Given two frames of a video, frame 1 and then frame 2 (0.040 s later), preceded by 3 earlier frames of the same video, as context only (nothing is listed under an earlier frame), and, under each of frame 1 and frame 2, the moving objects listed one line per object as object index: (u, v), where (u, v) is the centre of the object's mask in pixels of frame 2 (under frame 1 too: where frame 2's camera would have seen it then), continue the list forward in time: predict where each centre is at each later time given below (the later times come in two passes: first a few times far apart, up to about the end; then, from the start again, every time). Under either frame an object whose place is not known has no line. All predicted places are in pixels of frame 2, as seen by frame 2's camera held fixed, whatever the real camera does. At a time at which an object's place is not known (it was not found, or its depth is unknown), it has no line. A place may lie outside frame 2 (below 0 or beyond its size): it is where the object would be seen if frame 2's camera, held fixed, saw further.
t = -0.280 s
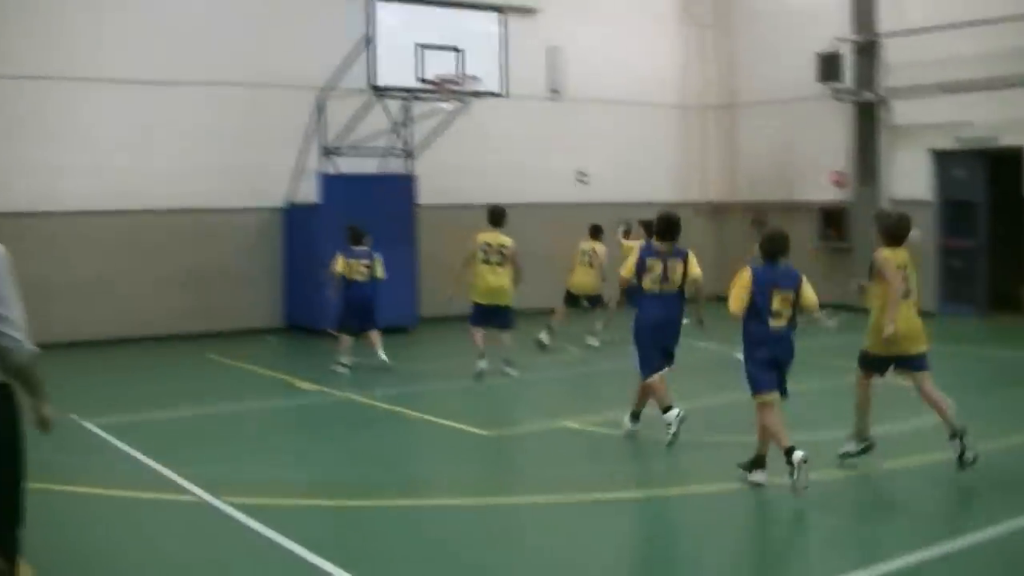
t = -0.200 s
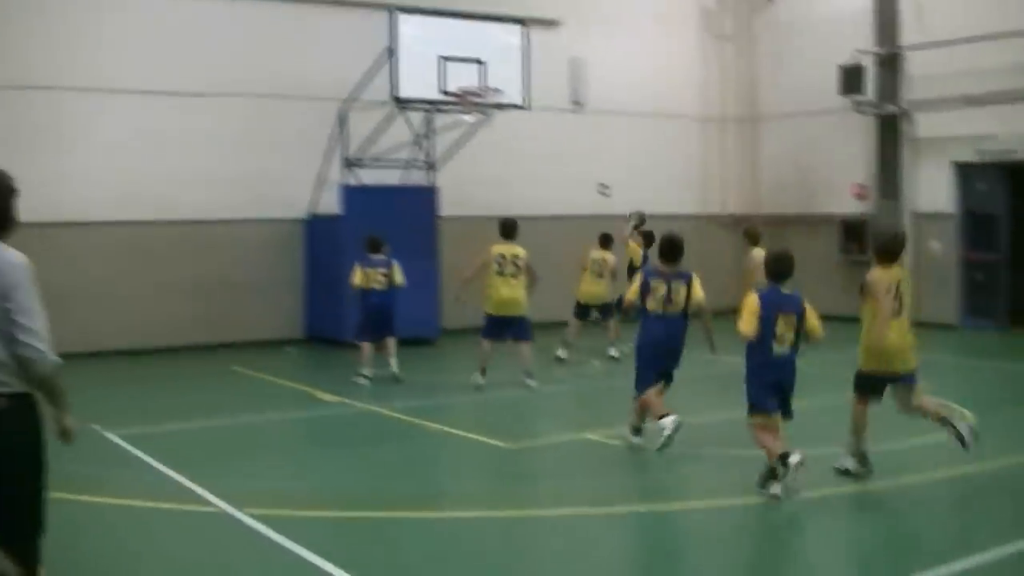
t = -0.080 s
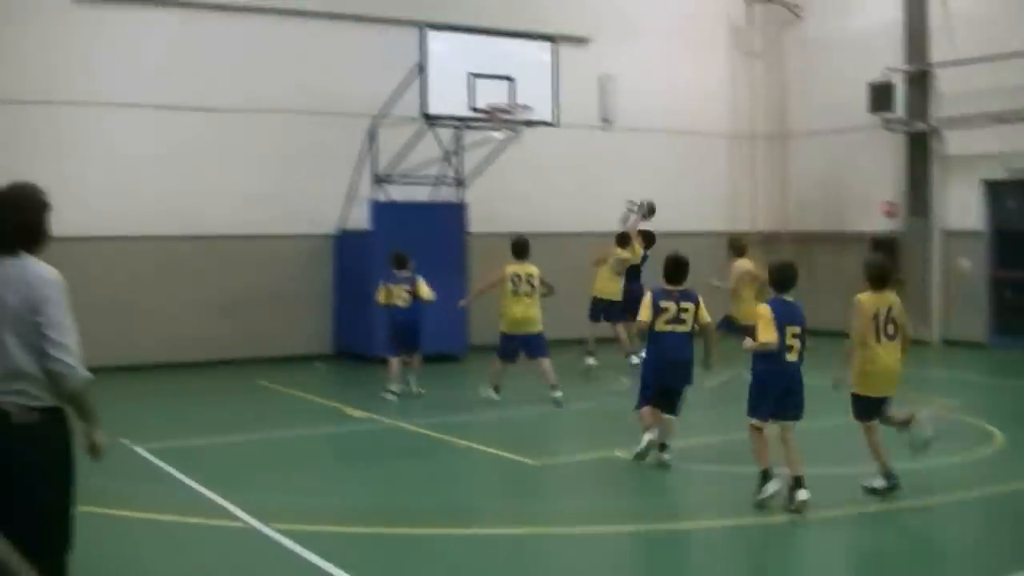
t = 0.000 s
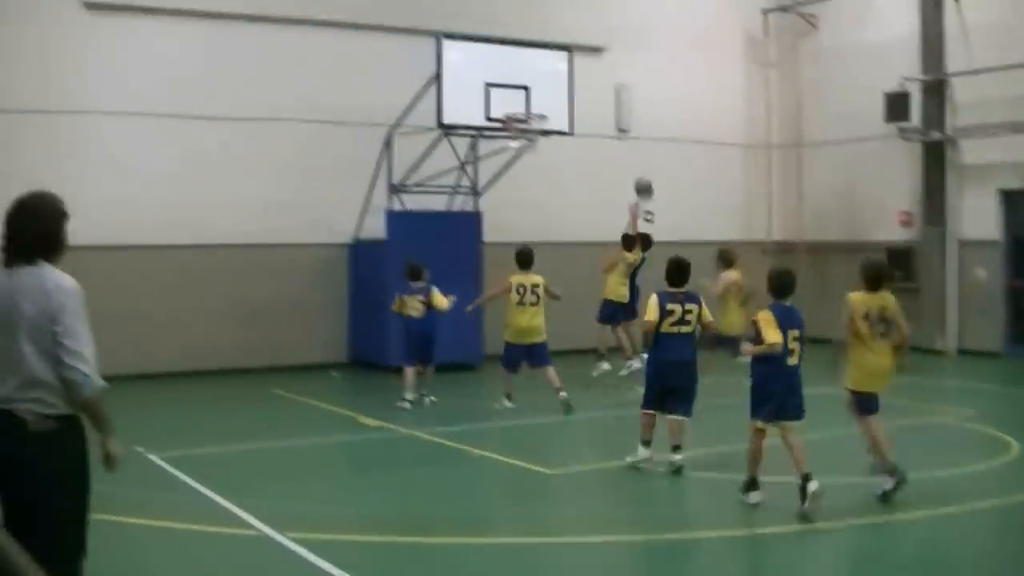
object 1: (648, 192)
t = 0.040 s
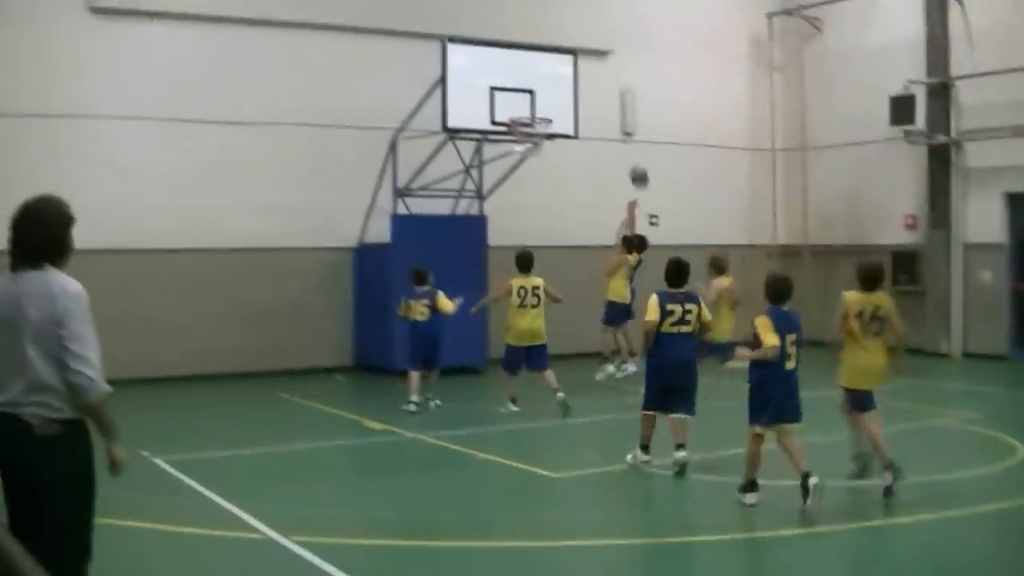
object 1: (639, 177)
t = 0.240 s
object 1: (590, 121)
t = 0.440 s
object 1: (569, 104)
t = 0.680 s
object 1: (565, 125)
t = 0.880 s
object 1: (600, 169)
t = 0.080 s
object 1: (629, 163)
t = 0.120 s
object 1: (619, 151)
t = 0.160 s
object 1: (609, 140)
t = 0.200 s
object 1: (598, 129)
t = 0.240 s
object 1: (590, 121)
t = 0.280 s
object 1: (580, 114)
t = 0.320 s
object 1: (578, 110)
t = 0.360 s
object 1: (574, 107)
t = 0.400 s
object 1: (572, 105)
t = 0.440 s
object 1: (569, 104)
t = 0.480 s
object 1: (567, 105)
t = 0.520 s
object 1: (564, 107)
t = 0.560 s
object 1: (561, 111)
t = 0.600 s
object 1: (559, 115)
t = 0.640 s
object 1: (560, 121)
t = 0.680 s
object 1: (565, 125)
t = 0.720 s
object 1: (573, 131)
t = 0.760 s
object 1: (581, 139)
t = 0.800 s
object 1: (587, 148)
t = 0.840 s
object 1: (593, 158)
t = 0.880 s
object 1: (600, 169)
